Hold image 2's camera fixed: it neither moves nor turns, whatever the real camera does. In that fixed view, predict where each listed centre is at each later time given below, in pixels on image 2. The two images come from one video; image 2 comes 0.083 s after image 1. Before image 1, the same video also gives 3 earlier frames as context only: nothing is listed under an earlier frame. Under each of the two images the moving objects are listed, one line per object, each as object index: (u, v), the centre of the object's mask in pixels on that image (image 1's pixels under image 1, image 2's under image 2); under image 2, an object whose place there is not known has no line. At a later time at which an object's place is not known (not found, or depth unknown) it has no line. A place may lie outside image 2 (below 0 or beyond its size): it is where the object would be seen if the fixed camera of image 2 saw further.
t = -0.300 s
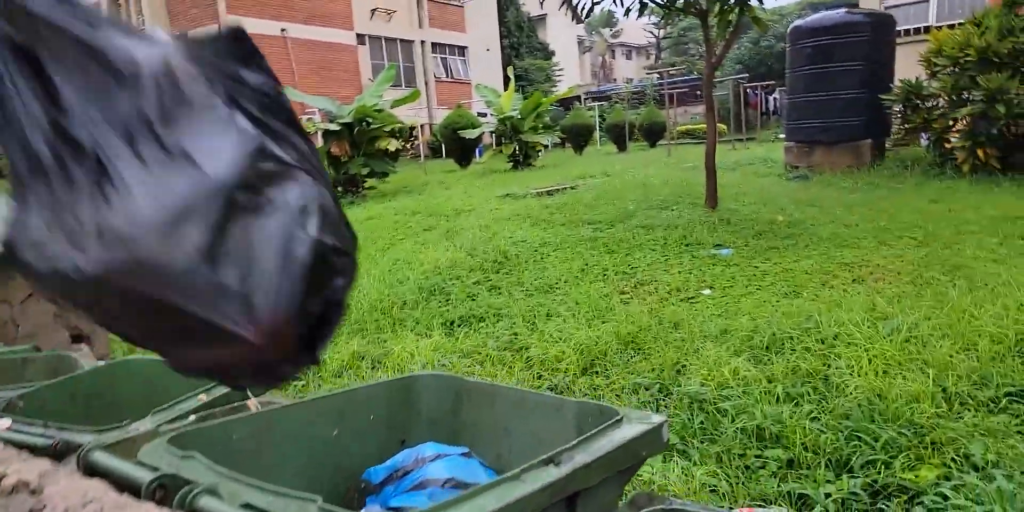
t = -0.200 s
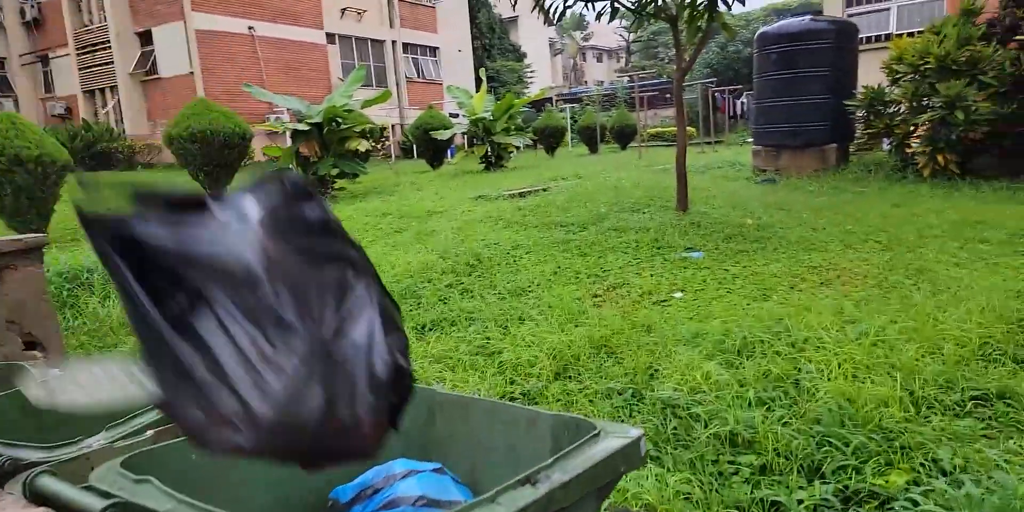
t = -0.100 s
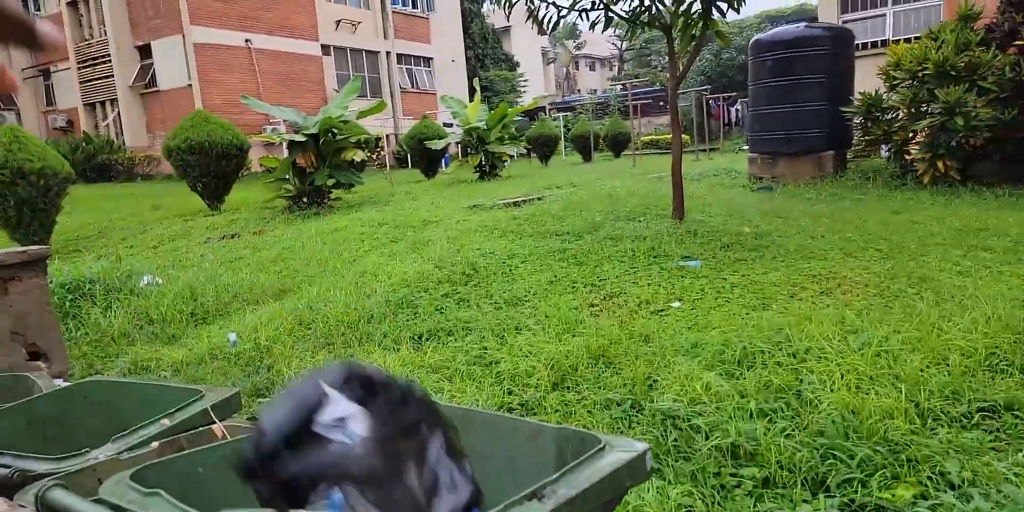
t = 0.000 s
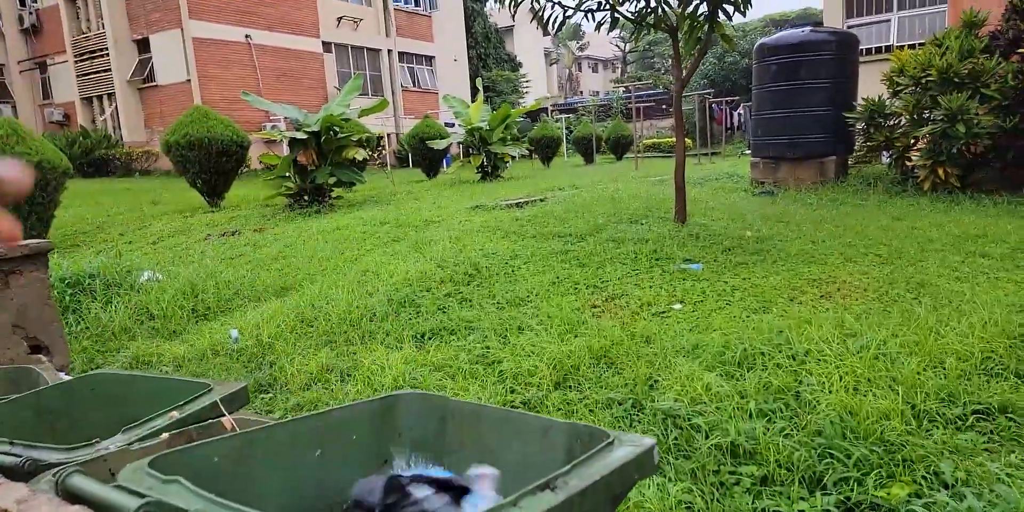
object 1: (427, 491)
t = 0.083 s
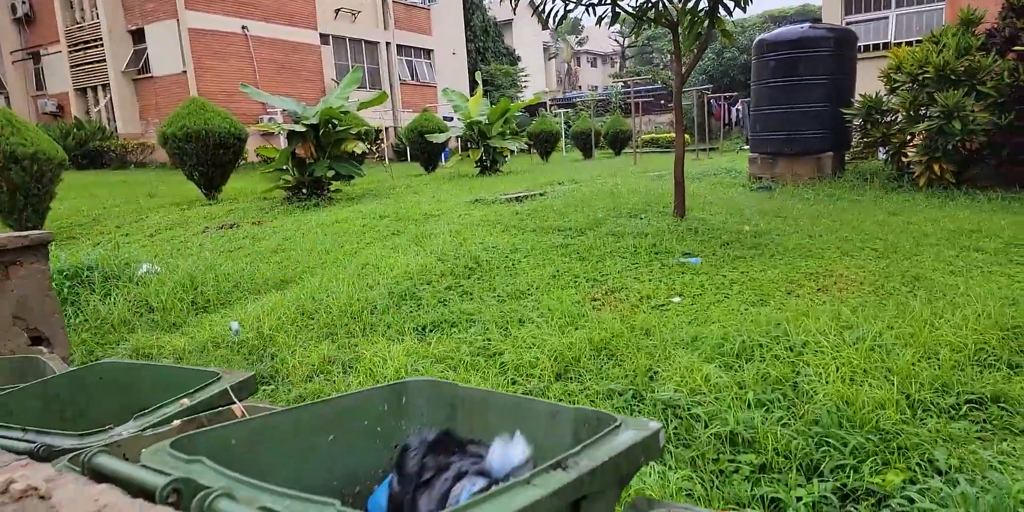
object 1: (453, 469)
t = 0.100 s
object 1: (458, 466)
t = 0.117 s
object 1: (462, 463)
